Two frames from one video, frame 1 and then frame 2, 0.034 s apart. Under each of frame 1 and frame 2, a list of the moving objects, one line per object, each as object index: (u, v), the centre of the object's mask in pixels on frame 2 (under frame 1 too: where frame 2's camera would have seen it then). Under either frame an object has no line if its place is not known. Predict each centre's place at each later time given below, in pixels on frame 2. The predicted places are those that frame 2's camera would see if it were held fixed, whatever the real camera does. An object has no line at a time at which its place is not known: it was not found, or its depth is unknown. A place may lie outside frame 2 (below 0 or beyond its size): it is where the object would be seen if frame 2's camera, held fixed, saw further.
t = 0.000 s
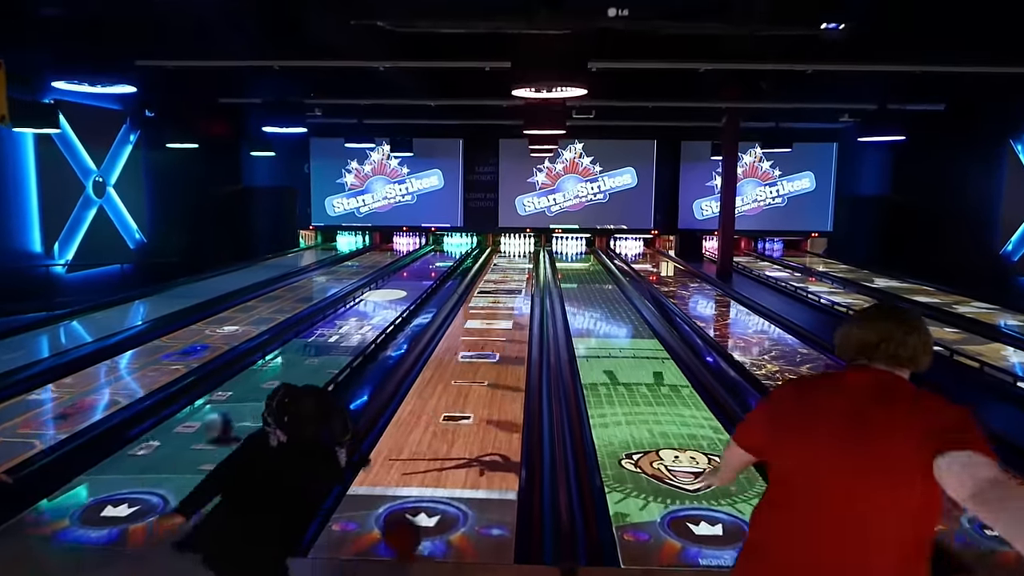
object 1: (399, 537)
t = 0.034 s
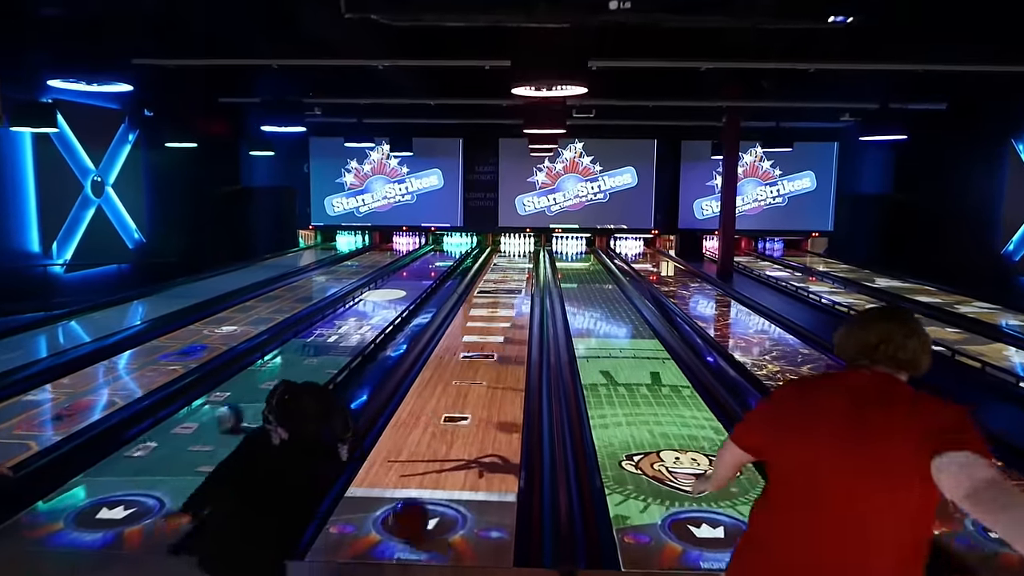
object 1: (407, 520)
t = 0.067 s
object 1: (419, 499)
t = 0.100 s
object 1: (427, 482)
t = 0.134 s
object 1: (433, 468)
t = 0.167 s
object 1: (440, 454)
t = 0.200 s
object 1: (446, 441)
